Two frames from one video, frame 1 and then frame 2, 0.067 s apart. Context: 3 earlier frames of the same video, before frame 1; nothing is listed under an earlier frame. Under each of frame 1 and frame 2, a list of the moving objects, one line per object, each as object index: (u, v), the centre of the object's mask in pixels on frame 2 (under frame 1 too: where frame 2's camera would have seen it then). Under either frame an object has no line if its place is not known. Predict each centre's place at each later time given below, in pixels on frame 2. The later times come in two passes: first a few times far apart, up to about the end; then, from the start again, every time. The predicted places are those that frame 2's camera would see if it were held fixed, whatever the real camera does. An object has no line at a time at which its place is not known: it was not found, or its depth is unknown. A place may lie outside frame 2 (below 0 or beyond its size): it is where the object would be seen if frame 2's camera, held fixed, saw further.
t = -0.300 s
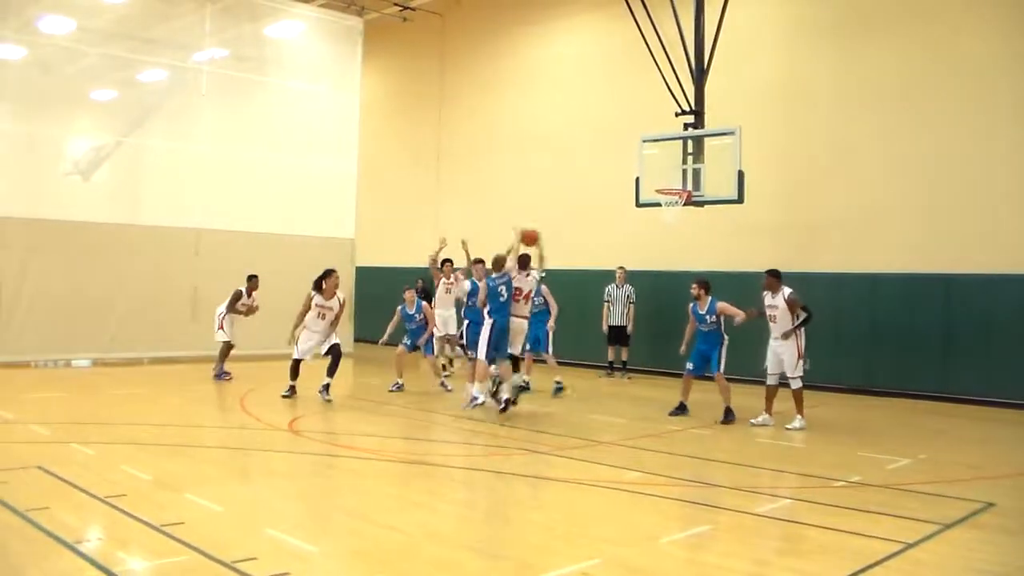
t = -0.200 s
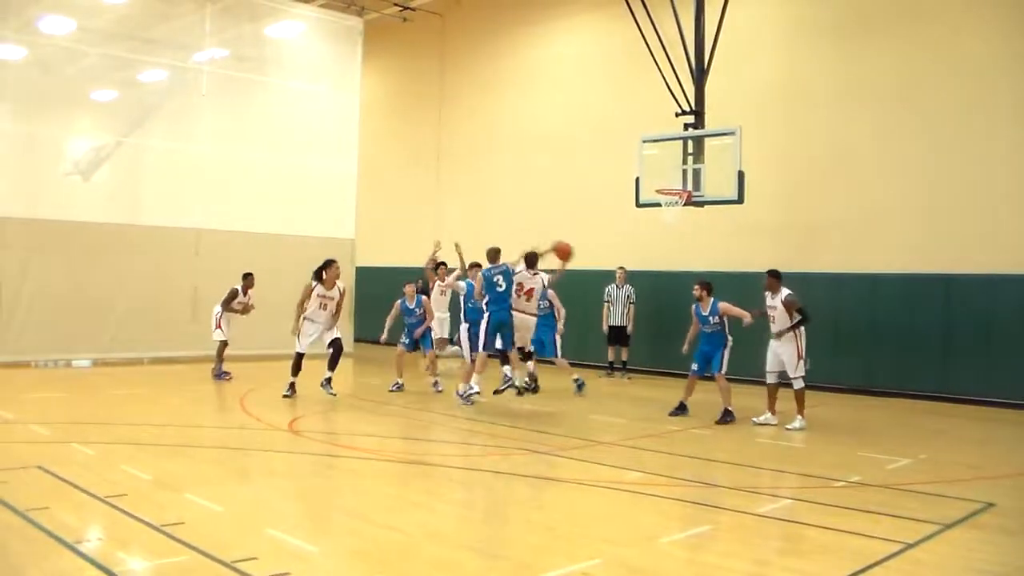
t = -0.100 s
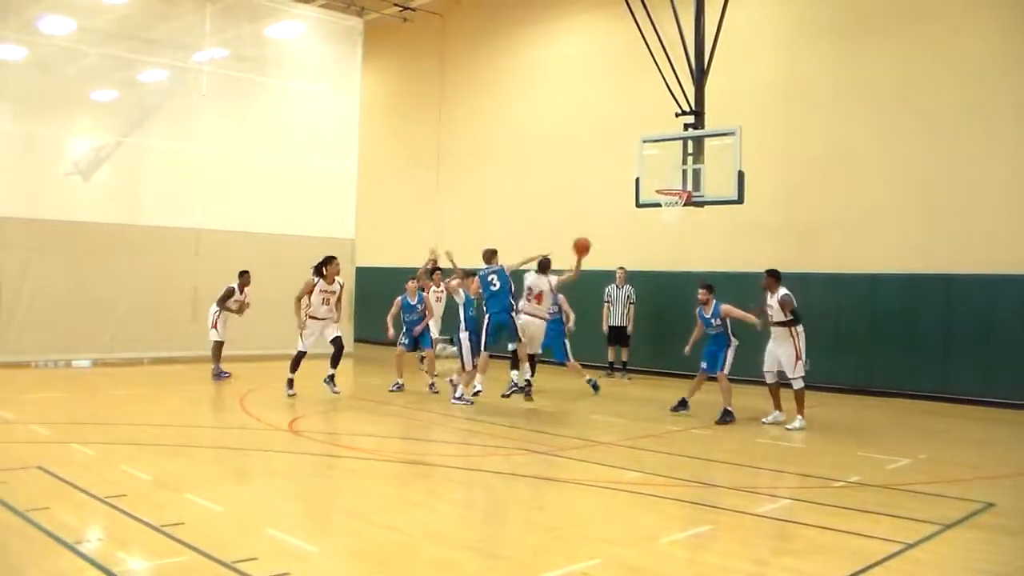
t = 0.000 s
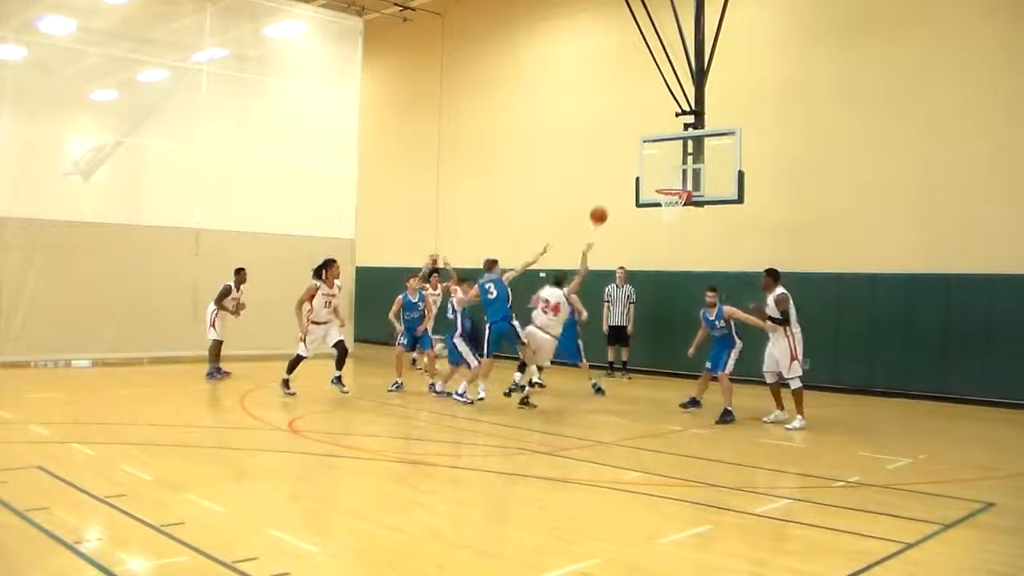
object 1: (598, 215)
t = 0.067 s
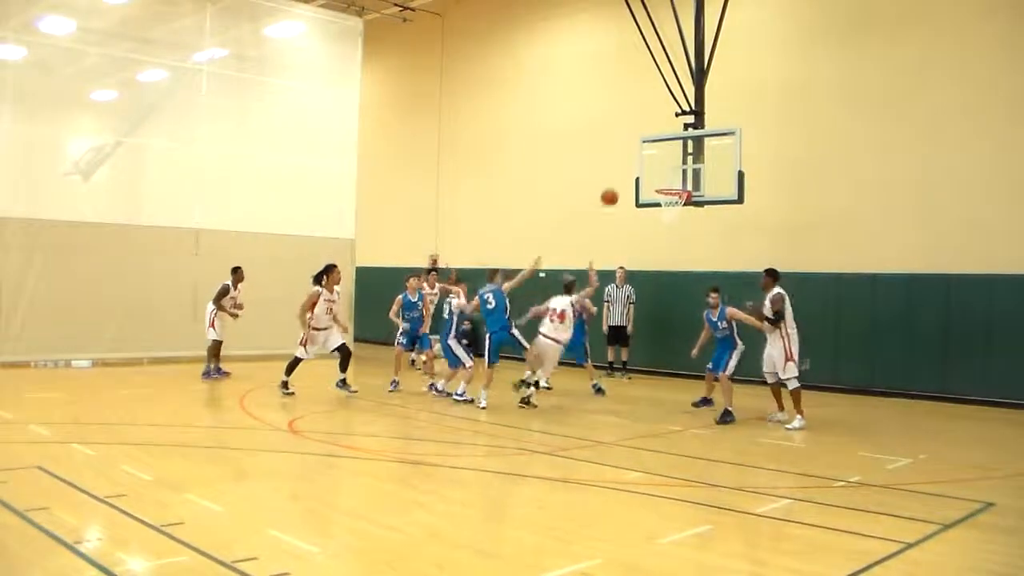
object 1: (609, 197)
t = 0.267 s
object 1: (639, 164)
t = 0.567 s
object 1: (678, 170)
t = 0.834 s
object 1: (664, 200)
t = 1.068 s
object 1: (663, 212)
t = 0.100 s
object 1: (614, 189)
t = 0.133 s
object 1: (620, 183)
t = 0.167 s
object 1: (624, 177)
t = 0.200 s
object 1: (629, 172)
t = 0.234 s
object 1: (634, 168)
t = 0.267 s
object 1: (639, 164)
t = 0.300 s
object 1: (644, 162)
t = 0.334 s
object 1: (648, 160)
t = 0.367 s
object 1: (653, 160)
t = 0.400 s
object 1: (657, 160)
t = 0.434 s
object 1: (662, 160)
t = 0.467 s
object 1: (666, 161)
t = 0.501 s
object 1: (671, 163)
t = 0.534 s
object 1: (675, 166)
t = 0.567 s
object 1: (678, 170)
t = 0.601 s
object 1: (683, 173)
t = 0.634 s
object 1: (685, 178)
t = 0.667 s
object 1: (682, 181)
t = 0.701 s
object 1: (678, 184)
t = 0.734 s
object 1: (673, 189)
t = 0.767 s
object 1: (669, 195)
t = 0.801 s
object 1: (665, 199)
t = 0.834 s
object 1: (664, 200)
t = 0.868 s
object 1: (663, 201)
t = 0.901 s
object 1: (663, 200)
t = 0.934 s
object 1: (663, 201)
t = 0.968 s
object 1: (663, 203)
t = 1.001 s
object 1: (662, 205)
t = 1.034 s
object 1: (663, 208)
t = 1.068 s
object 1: (663, 212)
